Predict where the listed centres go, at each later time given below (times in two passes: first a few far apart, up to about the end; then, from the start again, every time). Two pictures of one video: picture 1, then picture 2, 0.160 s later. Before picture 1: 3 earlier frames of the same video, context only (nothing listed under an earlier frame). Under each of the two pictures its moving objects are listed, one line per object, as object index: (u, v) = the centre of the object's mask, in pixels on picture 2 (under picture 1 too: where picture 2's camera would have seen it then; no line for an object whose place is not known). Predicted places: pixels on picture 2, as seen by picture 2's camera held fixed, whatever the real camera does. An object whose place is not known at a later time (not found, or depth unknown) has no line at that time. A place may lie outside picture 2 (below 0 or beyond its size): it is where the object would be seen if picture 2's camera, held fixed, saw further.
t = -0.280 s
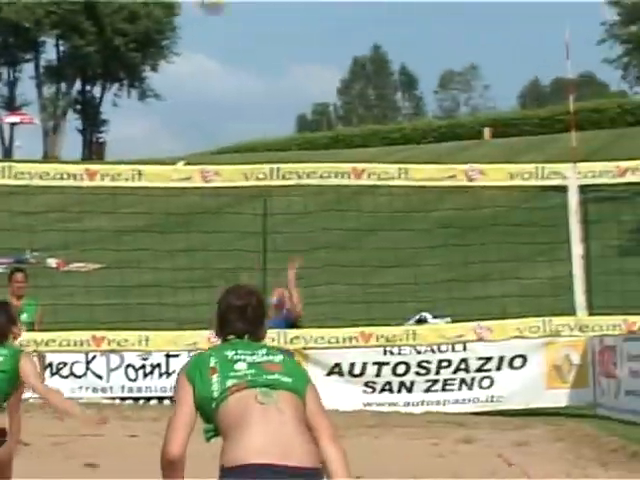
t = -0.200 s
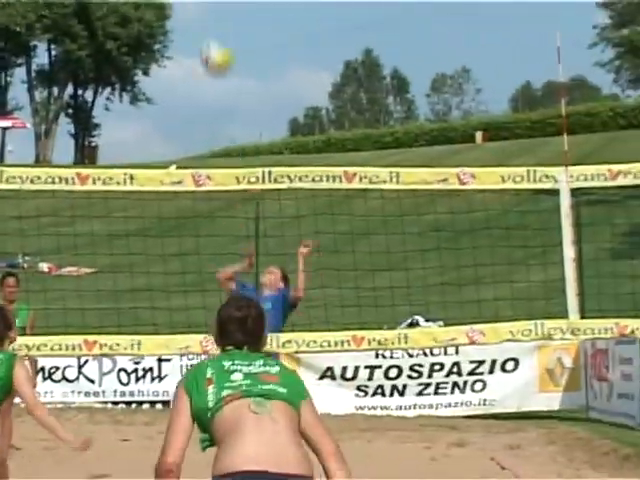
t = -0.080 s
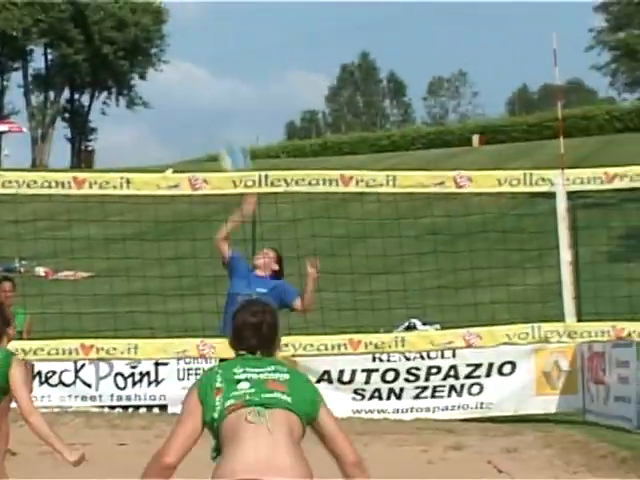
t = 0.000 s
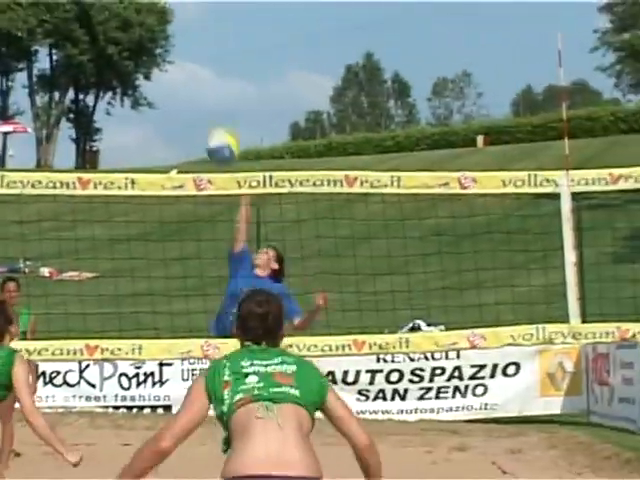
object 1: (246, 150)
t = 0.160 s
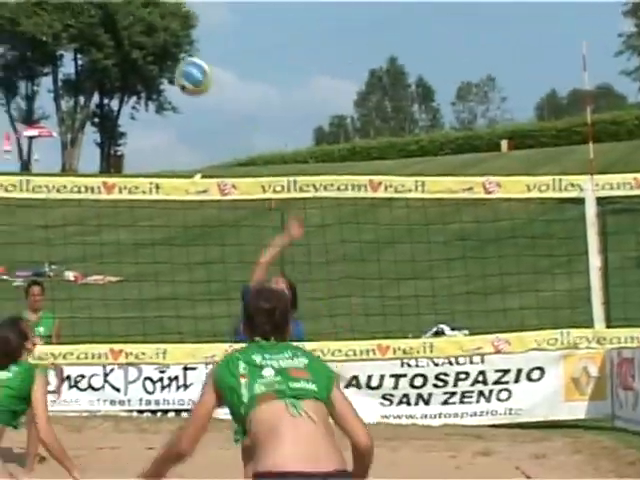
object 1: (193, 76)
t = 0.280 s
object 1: (149, 44)
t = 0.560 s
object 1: (35, 65)
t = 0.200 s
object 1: (179, 64)
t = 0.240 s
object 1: (167, 56)
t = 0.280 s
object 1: (149, 44)
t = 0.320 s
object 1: (134, 39)
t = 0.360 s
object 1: (118, 36)
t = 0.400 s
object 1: (103, 36)
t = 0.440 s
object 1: (87, 36)
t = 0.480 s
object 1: (70, 43)
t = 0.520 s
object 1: (53, 53)
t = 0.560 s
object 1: (35, 65)
